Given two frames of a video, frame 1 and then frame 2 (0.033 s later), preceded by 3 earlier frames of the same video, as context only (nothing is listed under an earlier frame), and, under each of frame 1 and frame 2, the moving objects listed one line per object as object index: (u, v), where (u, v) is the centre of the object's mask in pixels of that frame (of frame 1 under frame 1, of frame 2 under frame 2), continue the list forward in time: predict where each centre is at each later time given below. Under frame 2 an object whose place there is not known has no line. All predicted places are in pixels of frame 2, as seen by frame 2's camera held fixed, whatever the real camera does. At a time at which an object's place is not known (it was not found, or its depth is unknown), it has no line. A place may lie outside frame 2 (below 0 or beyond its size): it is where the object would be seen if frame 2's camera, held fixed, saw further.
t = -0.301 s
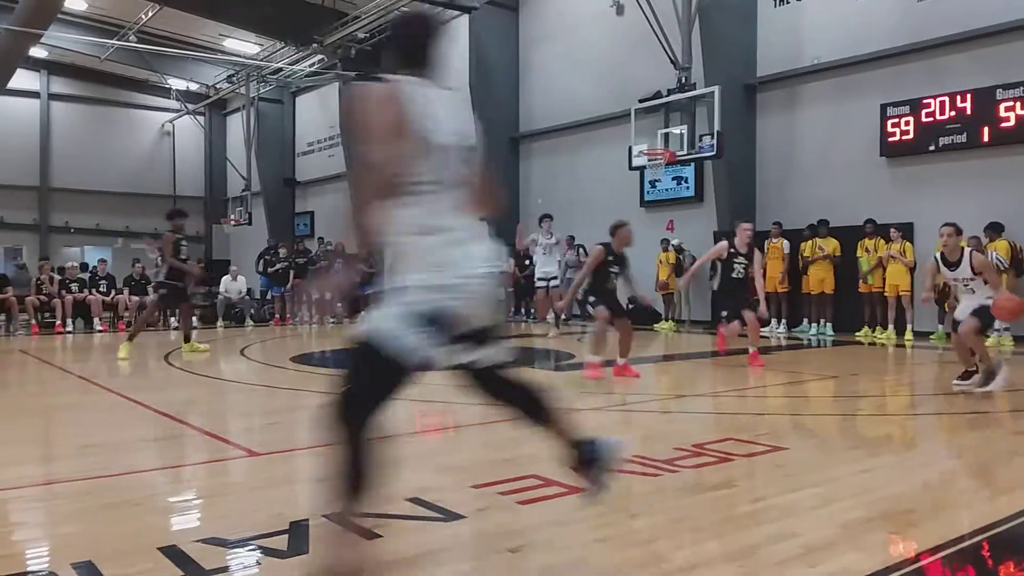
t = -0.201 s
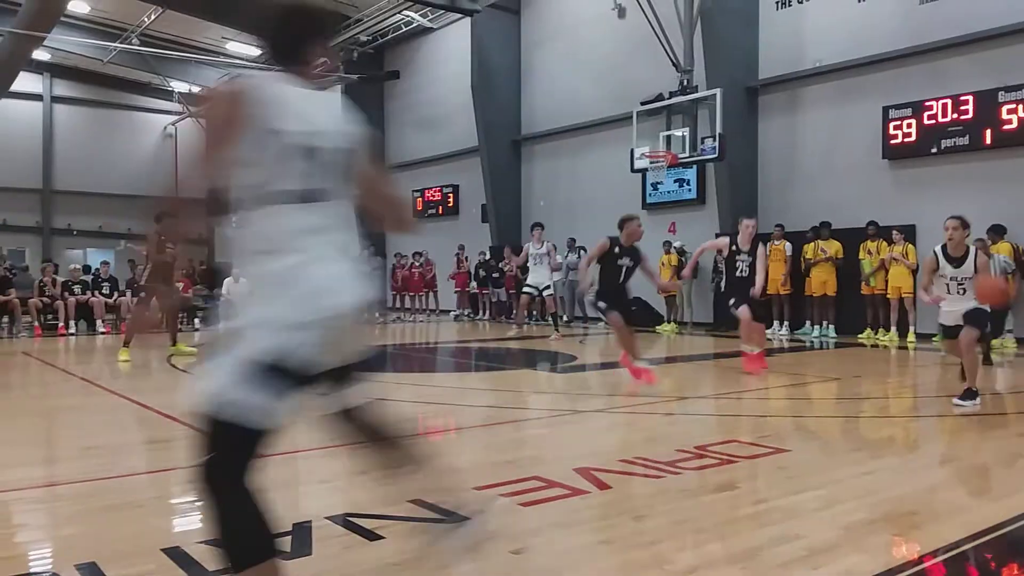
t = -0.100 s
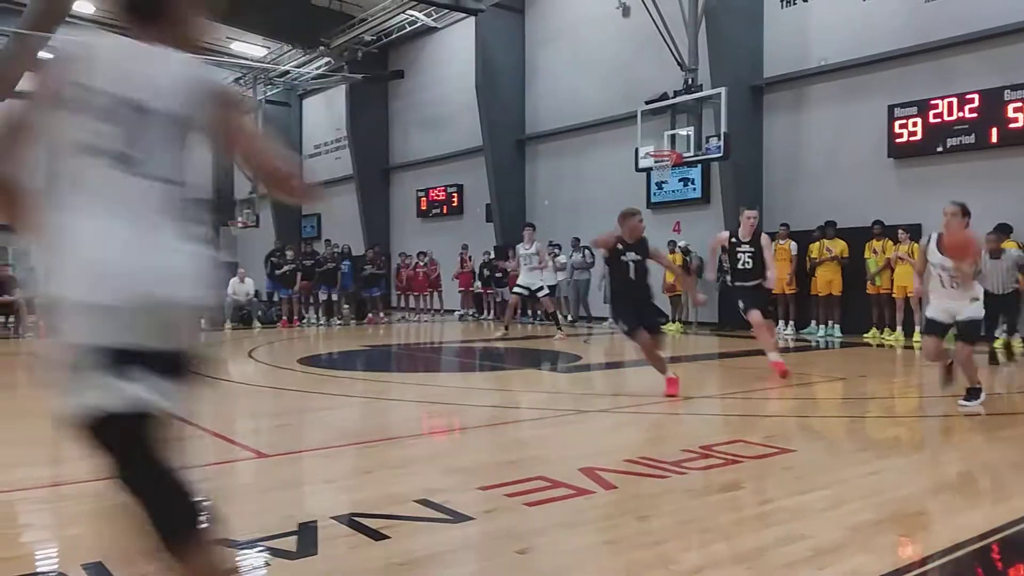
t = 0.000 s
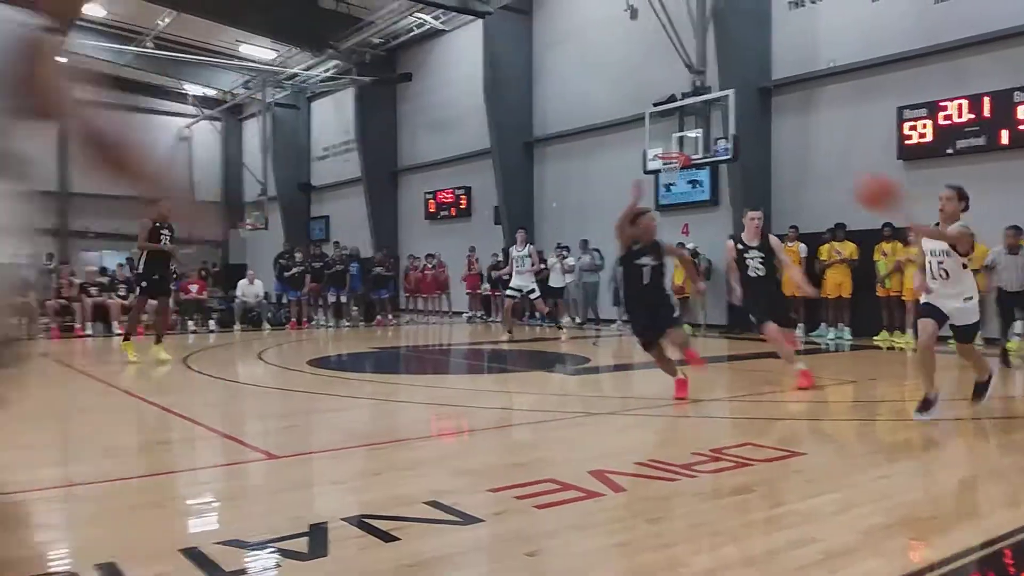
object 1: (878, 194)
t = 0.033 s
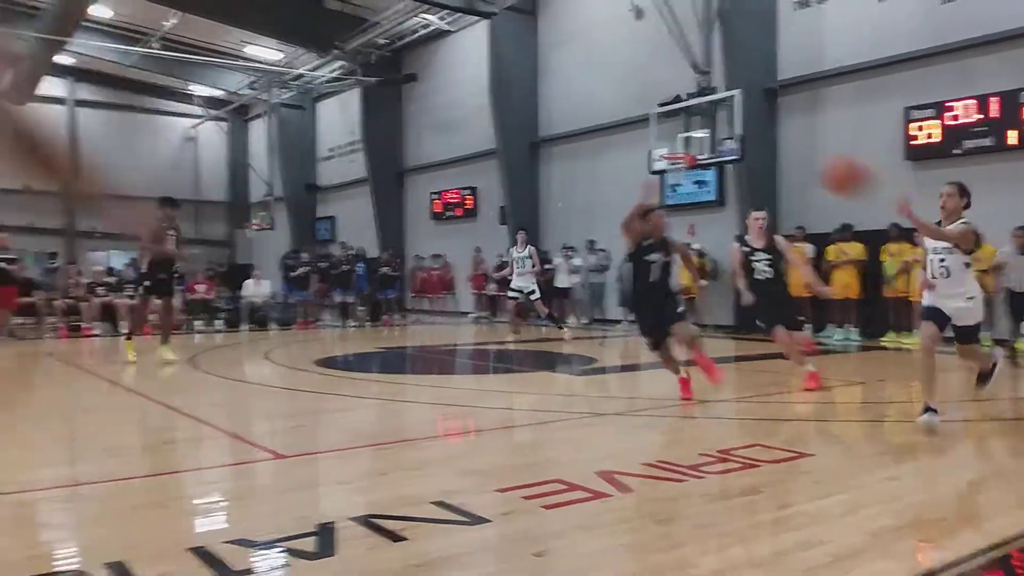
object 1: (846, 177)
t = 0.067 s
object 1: (804, 159)
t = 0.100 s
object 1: (761, 142)
